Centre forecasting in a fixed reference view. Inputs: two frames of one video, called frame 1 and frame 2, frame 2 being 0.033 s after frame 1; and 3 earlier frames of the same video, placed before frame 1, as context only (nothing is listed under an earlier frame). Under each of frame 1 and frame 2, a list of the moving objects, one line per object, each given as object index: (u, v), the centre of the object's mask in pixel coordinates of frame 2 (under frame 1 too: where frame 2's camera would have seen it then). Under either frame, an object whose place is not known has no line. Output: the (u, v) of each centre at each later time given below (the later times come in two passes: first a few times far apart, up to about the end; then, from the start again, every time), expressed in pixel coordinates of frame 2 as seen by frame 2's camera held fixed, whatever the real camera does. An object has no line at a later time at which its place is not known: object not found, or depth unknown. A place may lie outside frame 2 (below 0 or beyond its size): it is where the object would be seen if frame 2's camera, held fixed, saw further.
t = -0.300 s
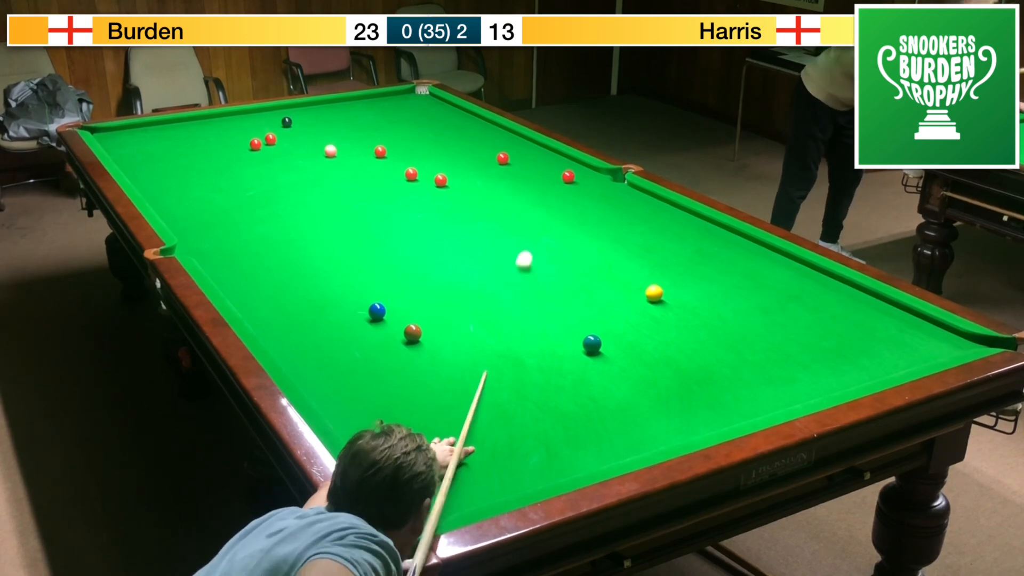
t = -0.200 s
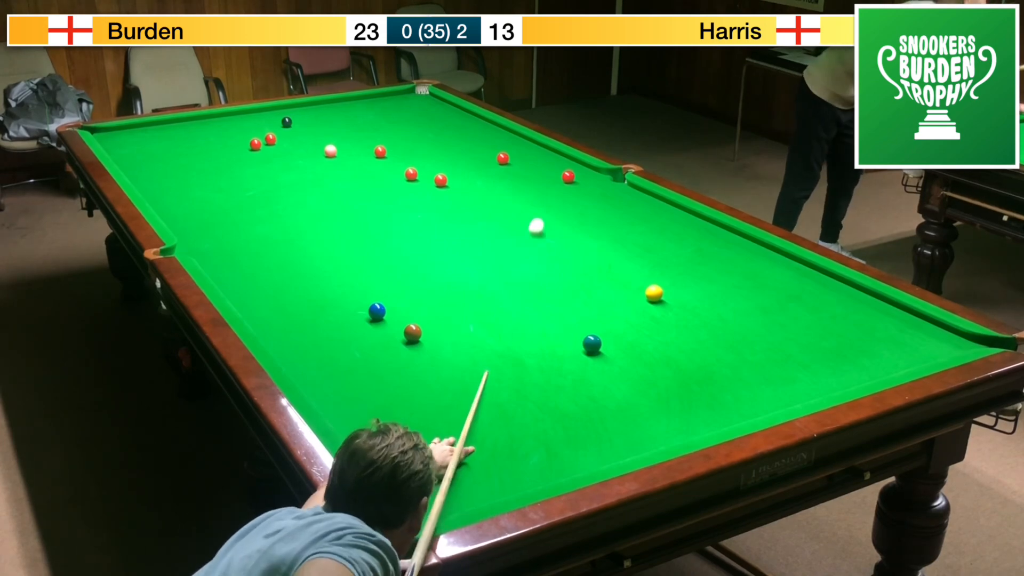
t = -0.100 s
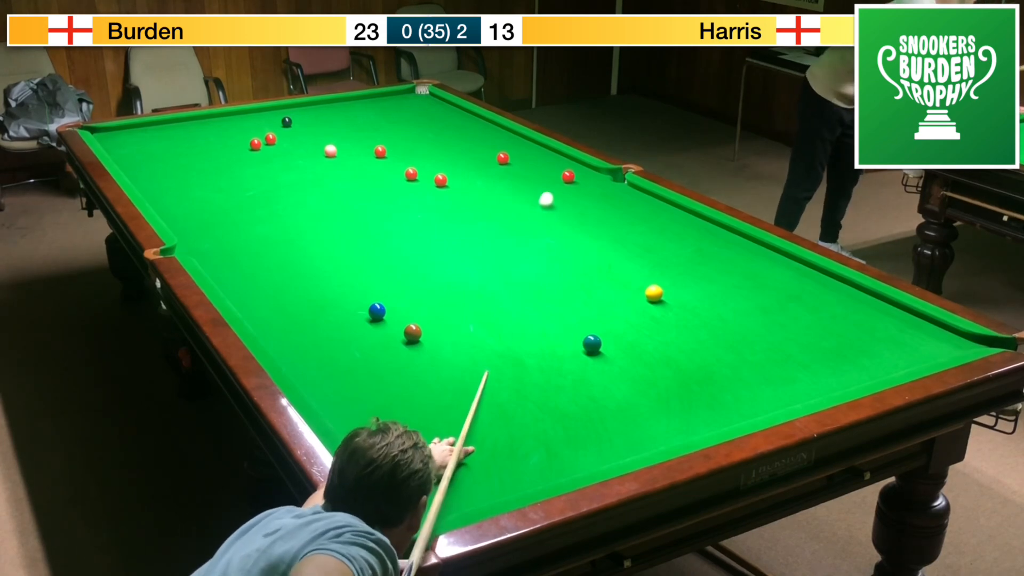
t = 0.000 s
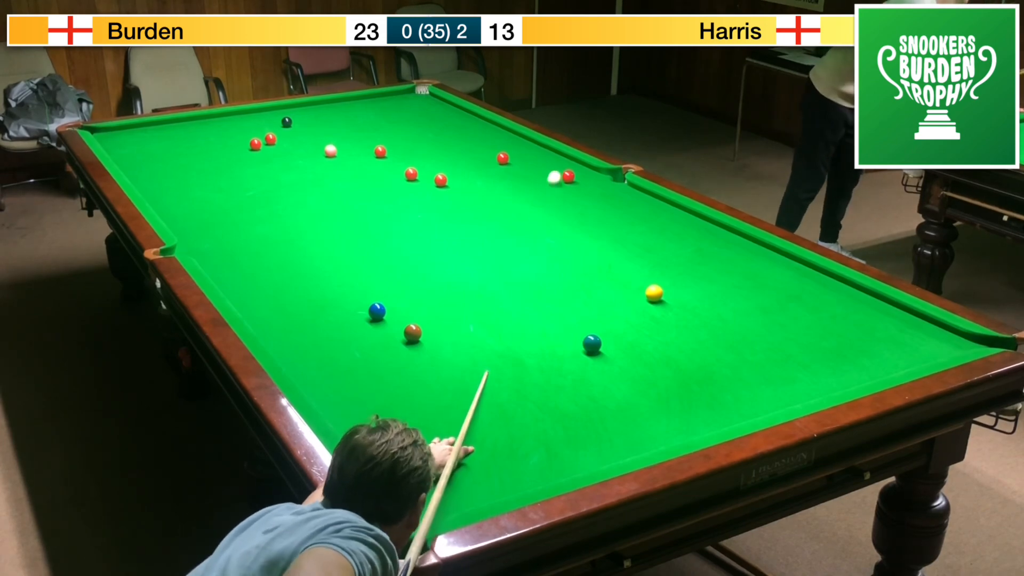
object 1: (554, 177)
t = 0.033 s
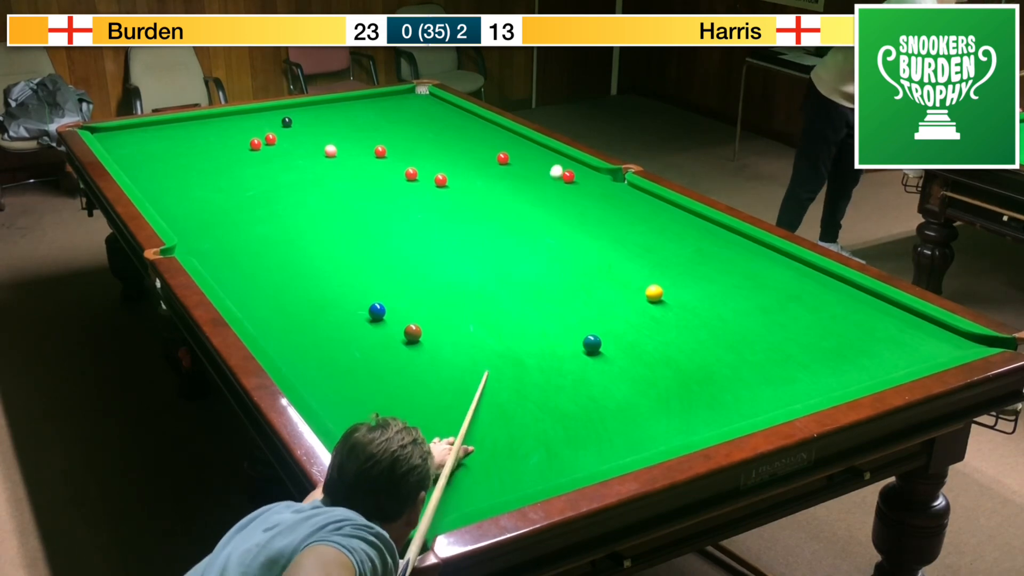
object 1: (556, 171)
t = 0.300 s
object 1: (507, 149)
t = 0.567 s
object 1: (433, 142)
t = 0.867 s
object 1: (356, 135)
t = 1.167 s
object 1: (284, 127)
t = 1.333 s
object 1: (246, 124)
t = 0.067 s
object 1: (559, 165)
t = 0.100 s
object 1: (560, 160)
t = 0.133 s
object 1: (562, 155)
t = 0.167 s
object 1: (551, 153)
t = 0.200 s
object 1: (539, 152)
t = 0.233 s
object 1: (528, 151)
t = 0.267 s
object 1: (517, 150)
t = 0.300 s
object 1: (507, 149)
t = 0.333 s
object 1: (497, 148)
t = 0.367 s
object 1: (487, 148)
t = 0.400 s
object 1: (478, 147)
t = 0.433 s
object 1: (469, 146)
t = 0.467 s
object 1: (460, 145)
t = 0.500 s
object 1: (451, 144)
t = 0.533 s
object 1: (442, 143)
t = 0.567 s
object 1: (433, 142)
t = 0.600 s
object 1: (424, 142)
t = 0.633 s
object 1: (415, 141)
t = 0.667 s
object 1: (406, 140)
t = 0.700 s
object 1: (398, 139)
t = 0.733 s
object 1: (389, 138)
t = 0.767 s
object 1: (381, 137)
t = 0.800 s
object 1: (372, 136)
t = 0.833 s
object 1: (364, 136)
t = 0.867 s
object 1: (356, 135)
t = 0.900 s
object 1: (347, 134)
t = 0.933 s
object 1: (340, 133)
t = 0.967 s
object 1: (331, 132)
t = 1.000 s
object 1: (323, 131)
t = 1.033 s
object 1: (315, 131)
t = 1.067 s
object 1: (307, 130)
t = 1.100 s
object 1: (300, 129)
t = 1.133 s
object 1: (292, 128)
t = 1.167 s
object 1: (284, 127)
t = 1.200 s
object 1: (276, 126)
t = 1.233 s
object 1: (269, 126)
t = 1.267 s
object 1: (261, 125)
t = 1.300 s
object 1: (254, 124)
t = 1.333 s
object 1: (246, 124)
